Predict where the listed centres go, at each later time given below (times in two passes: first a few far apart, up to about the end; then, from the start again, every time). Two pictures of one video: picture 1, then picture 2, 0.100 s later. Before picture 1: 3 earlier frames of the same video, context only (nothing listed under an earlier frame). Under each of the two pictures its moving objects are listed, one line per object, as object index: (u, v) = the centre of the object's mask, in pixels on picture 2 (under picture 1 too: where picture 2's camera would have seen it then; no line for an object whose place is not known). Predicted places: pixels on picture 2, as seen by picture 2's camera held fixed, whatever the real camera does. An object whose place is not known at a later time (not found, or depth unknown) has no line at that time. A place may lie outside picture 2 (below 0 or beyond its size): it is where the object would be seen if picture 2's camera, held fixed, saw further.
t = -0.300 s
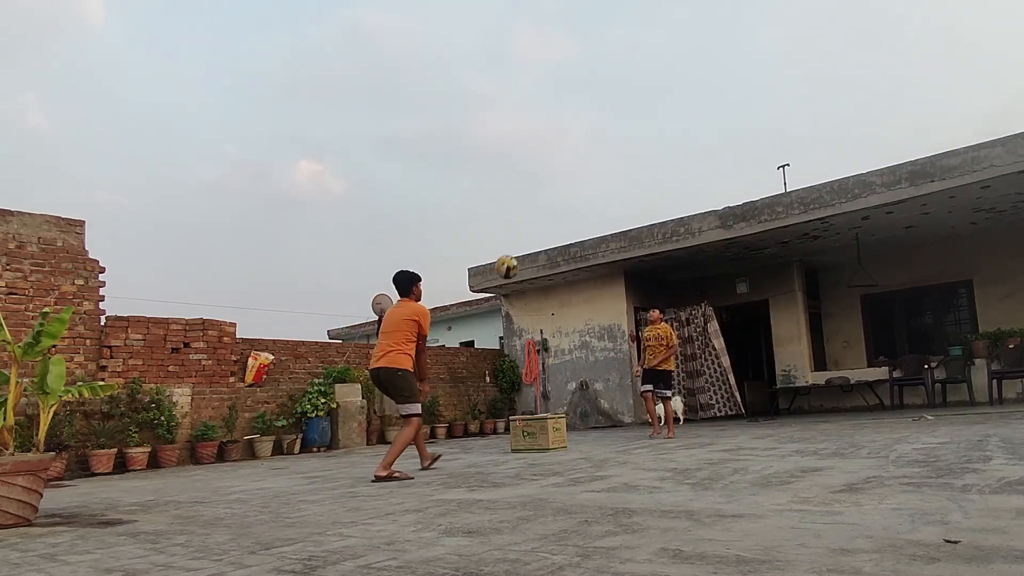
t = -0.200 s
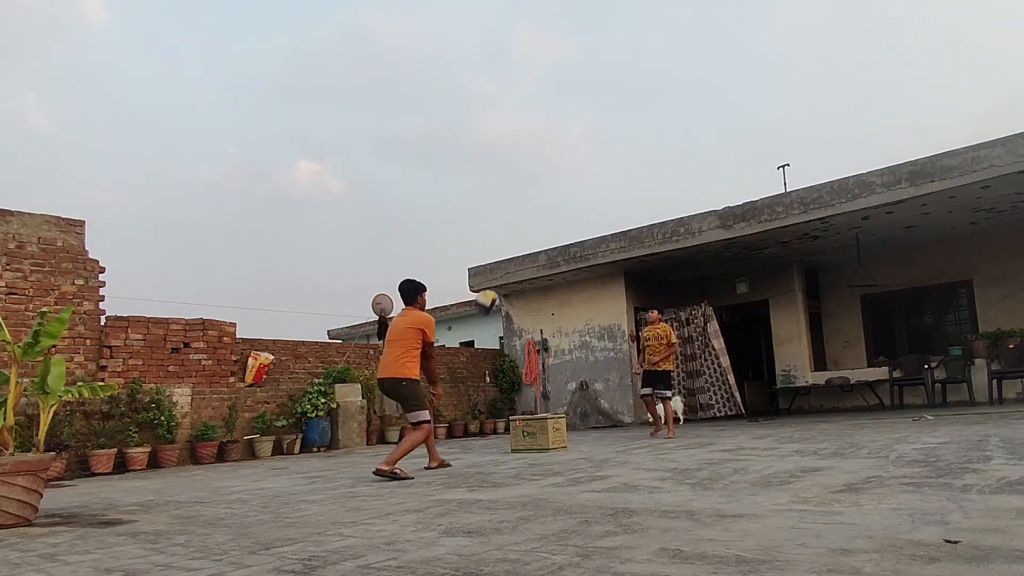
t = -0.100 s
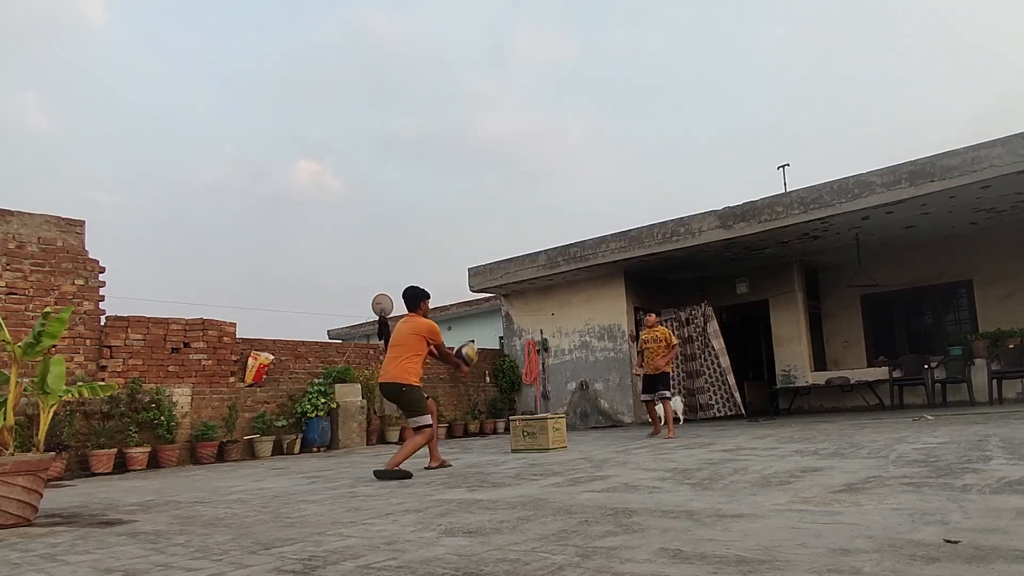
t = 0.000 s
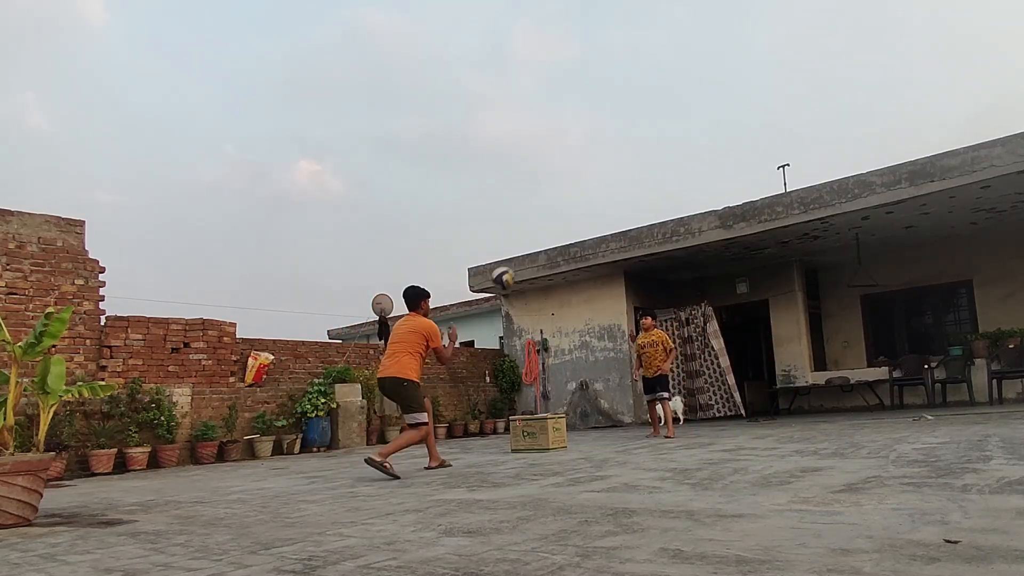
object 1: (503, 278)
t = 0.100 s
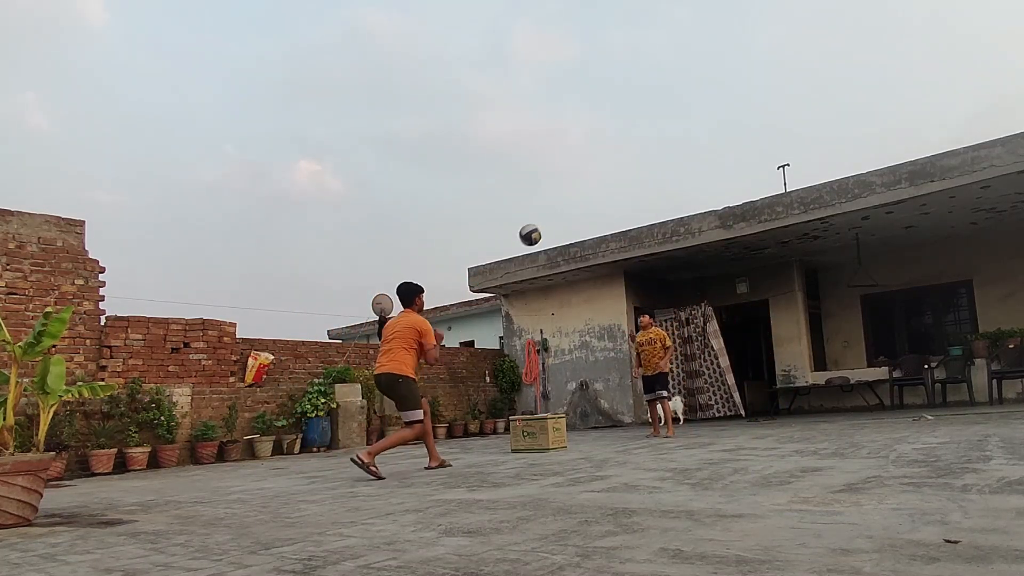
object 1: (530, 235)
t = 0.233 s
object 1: (561, 199)
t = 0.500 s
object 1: (614, 184)
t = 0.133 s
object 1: (538, 224)
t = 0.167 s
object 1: (546, 214)
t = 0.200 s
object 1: (554, 206)
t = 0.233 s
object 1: (561, 199)
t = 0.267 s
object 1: (569, 193)
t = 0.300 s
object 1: (575, 189)
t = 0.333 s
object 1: (582, 185)
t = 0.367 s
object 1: (589, 183)
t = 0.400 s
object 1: (595, 182)
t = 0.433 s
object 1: (602, 182)
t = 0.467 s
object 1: (608, 182)
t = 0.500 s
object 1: (614, 184)
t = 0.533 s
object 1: (620, 186)
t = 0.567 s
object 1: (625, 189)
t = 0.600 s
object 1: (631, 193)
